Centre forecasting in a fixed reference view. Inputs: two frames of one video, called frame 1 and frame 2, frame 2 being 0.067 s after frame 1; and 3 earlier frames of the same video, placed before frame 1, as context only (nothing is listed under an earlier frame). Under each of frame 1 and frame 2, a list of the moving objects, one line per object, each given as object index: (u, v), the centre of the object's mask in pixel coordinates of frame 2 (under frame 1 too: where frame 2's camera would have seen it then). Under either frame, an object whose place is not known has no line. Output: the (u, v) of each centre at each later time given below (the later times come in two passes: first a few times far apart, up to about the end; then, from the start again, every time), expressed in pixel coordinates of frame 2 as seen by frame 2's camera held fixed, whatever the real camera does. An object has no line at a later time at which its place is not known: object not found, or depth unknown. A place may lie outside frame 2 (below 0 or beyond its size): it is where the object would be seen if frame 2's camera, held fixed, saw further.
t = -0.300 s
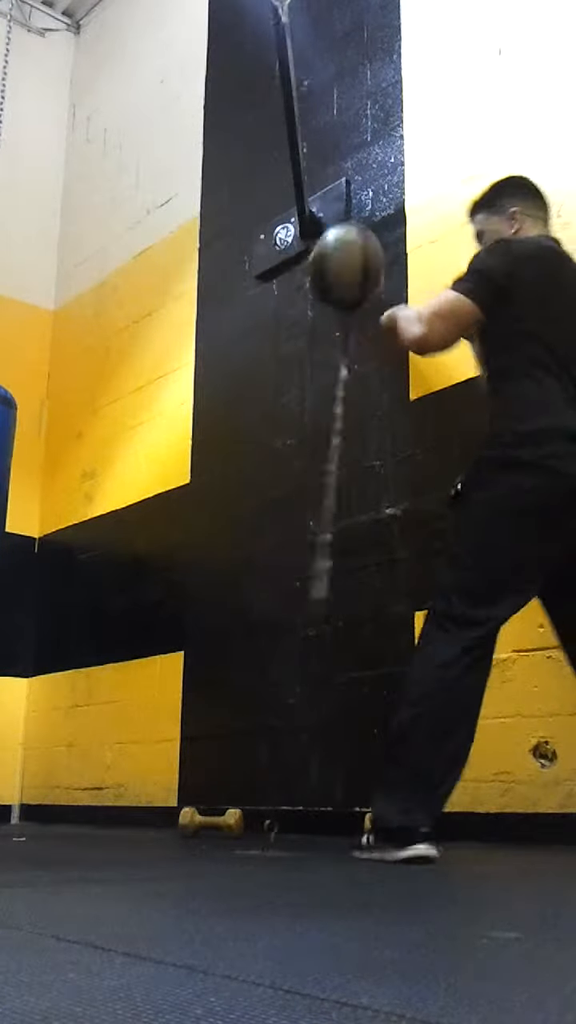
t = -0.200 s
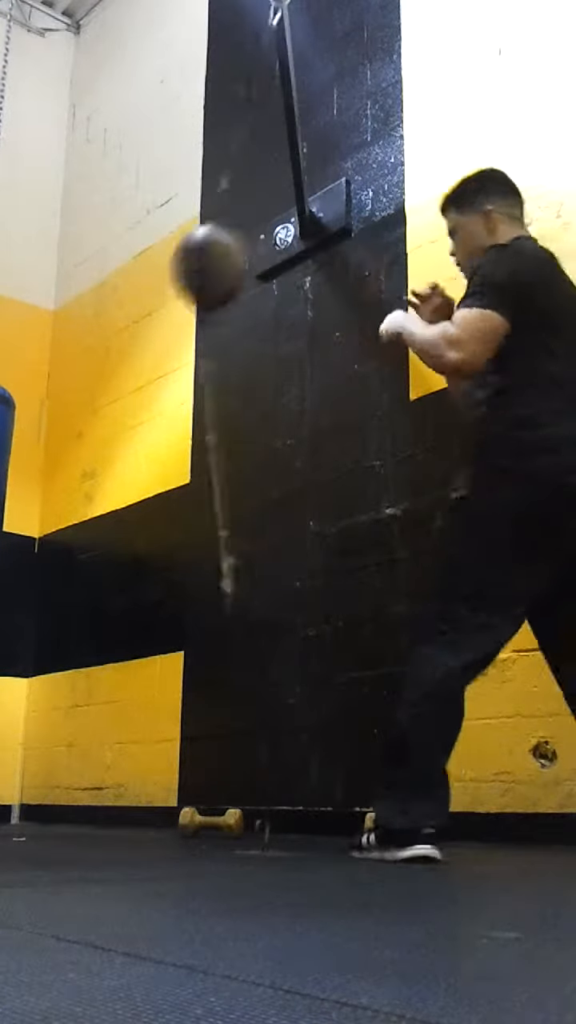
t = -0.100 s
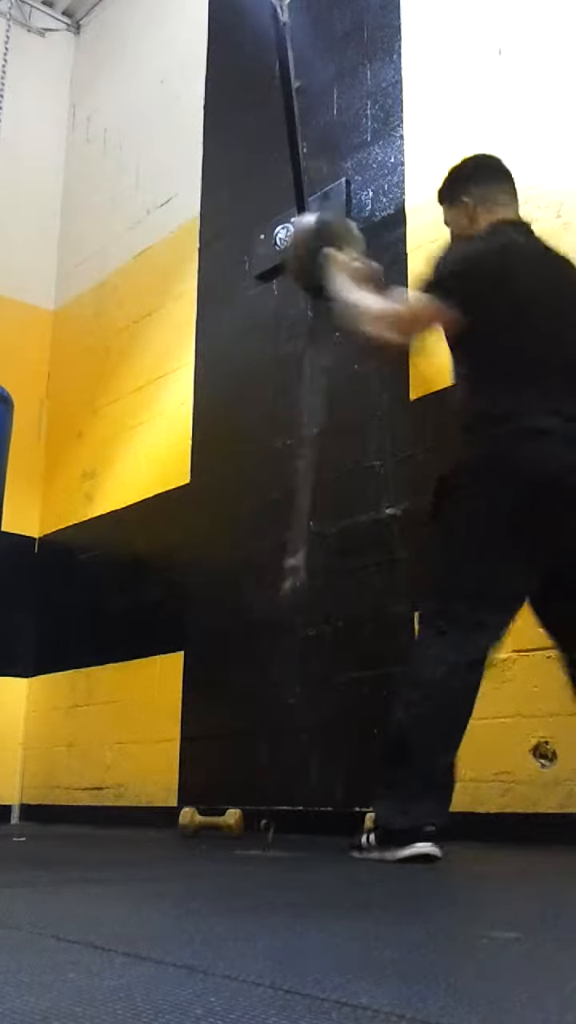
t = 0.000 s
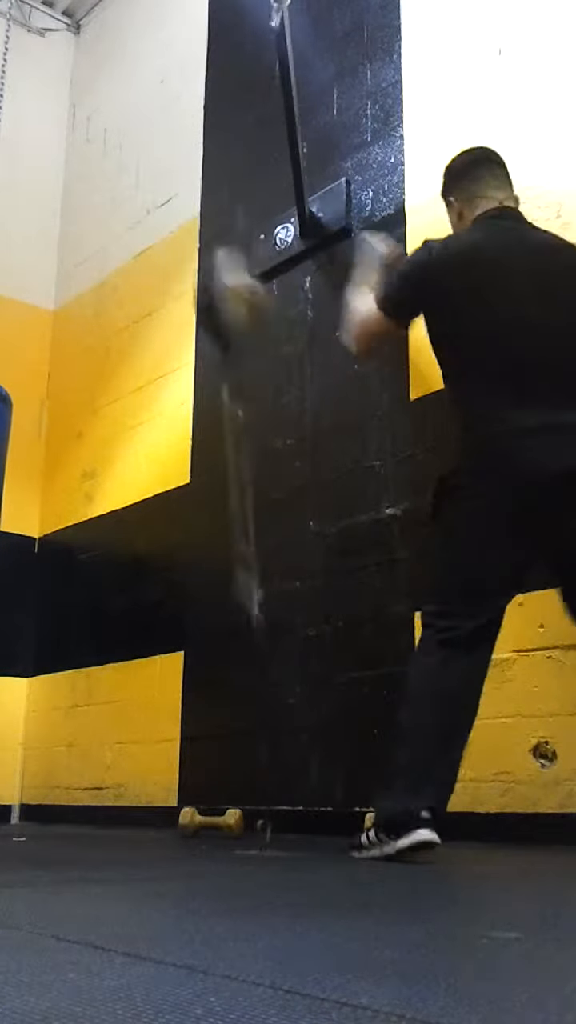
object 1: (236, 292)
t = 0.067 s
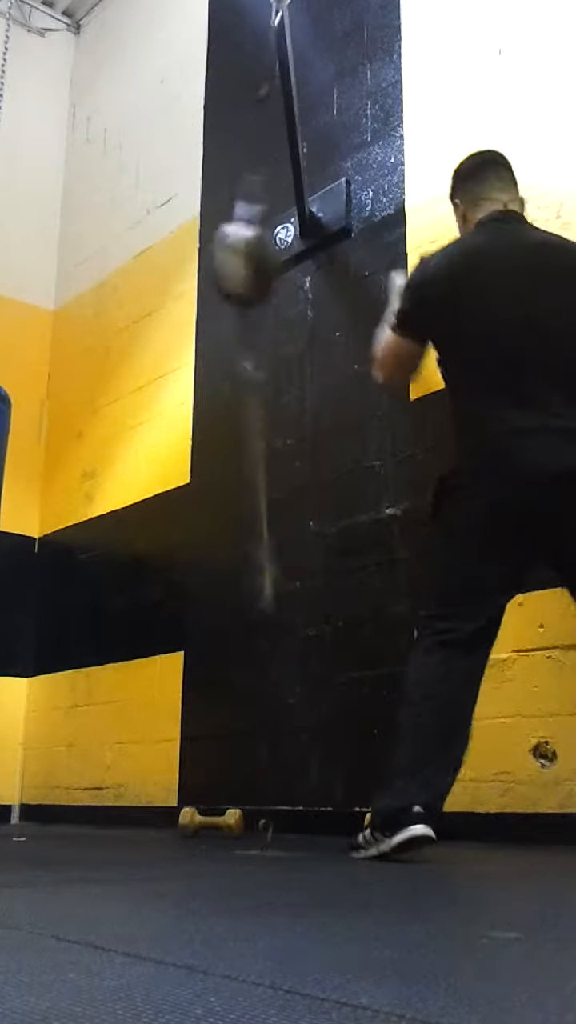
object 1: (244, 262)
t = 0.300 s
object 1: (230, 289)
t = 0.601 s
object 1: (247, 269)
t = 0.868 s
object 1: (245, 275)
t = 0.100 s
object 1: (284, 259)
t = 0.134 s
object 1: (312, 236)
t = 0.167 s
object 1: (322, 244)
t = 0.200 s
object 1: (306, 279)
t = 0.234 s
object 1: (270, 290)
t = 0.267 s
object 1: (239, 285)
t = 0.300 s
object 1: (230, 289)
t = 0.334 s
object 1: (244, 272)
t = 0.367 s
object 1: (283, 248)
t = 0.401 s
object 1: (311, 244)
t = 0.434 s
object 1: (320, 255)
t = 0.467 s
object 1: (304, 268)
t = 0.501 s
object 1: (271, 285)
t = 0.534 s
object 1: (242, 294)
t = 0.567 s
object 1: (236, 282)
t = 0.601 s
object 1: (247, 269)
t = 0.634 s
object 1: (283, 257)
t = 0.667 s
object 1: (306, 249)
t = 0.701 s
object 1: (315, 247)
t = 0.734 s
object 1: (305, 261)
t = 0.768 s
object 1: (274, 284)
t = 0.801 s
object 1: (245, 286)
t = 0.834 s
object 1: (237, 285)
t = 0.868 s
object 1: (245, 275)
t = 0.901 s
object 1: (277, 258)
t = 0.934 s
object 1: (300, 250)
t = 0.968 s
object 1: (313, 252)
